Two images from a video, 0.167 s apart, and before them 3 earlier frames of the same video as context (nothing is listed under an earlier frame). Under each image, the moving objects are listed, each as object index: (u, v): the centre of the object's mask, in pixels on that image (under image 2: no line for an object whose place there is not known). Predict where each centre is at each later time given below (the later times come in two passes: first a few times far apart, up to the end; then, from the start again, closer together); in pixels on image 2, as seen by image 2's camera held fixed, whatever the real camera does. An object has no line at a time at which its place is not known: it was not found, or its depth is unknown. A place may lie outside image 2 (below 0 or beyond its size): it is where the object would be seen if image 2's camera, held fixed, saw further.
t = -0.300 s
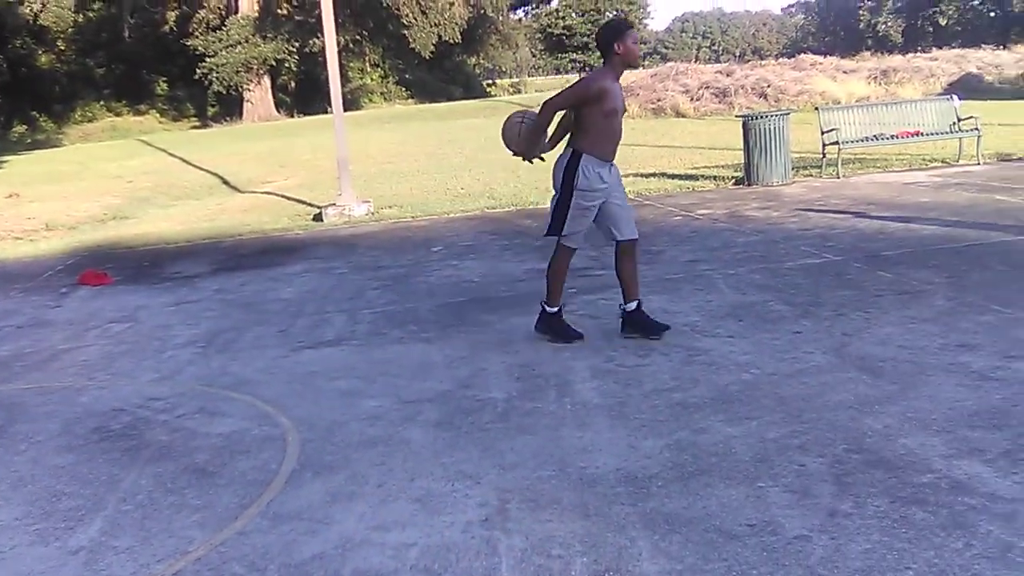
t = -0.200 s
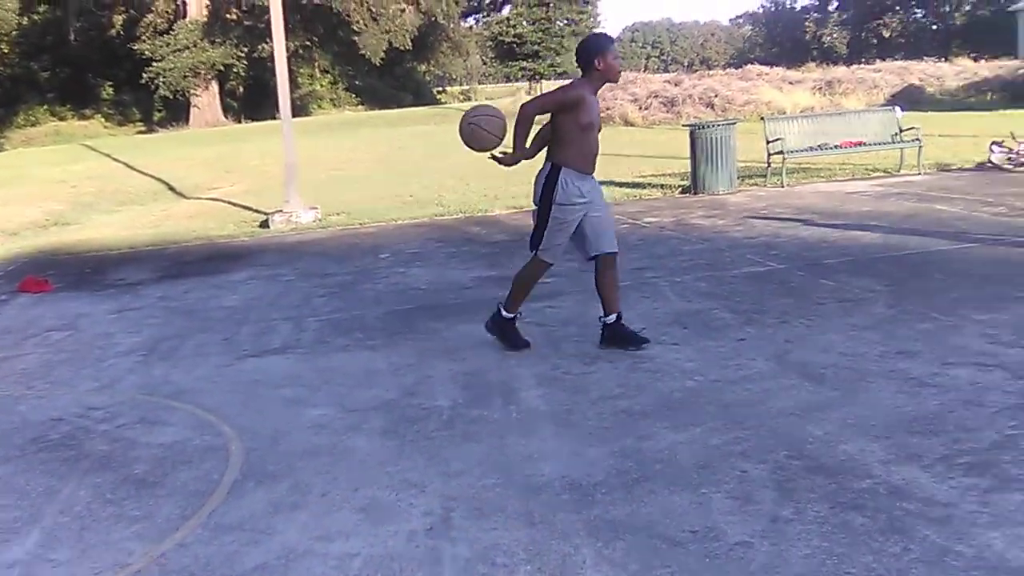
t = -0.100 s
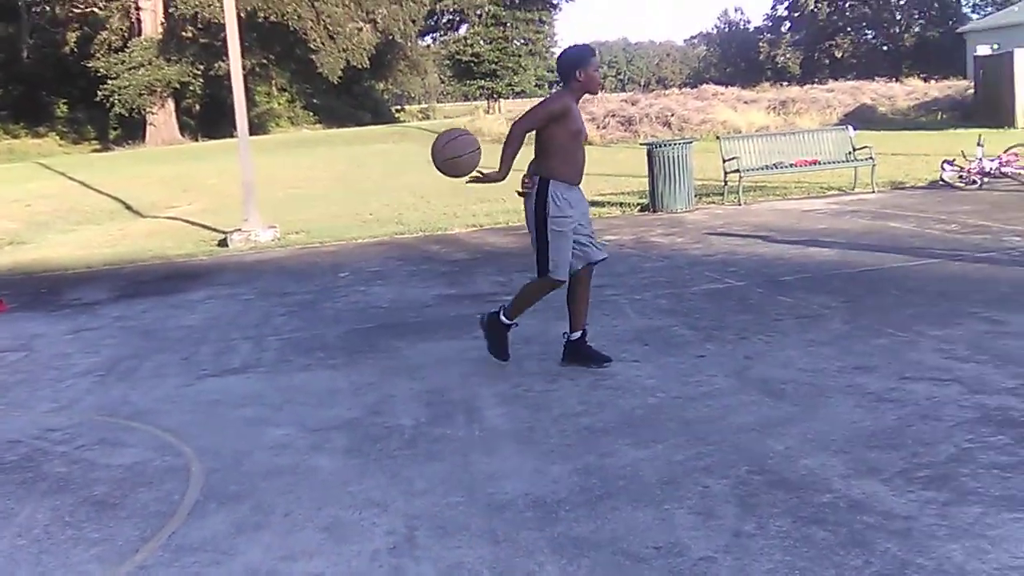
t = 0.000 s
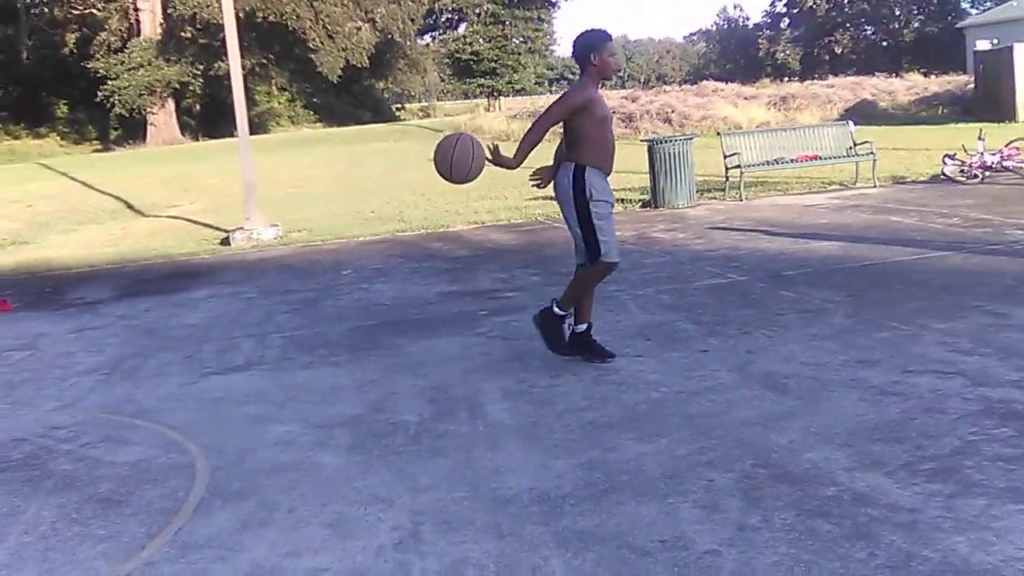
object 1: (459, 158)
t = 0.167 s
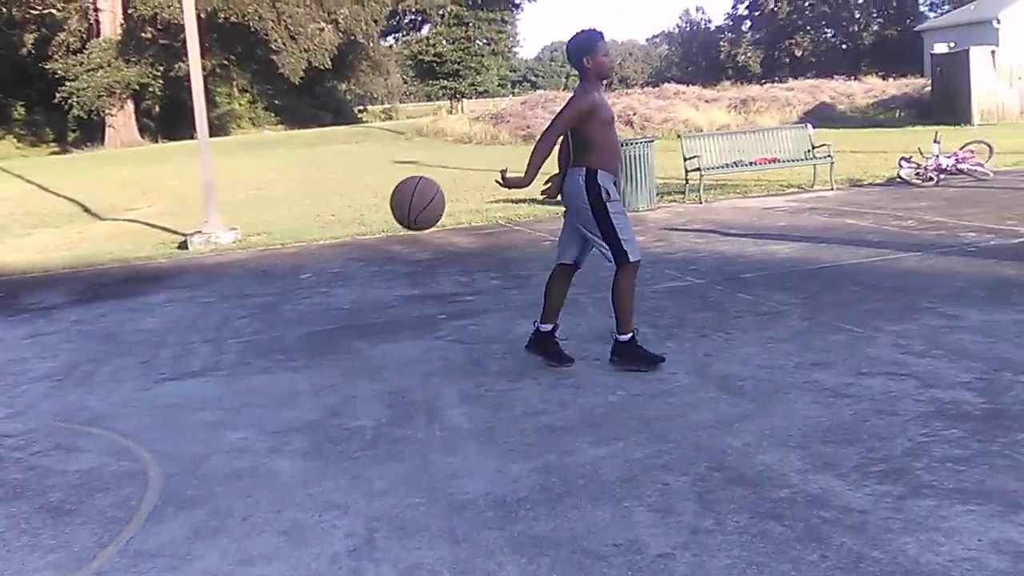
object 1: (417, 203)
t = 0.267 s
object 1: (418, 262)
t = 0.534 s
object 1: (400, 365)
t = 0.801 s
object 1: (337, 298)
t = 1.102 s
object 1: (275, 470)
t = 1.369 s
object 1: (208, 447)
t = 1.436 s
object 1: (197, 447)
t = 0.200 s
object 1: (417, 220)
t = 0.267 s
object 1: (418, 262)
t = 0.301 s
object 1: (419, 289)
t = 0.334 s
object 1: (420, 319)
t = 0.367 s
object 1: (421, 351)
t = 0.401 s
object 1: (423, 390)
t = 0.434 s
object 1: (424, 428)
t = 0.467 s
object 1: (415, 406)
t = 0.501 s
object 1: (408, 385)
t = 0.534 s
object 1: (400, 365)
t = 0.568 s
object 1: (392, 348)
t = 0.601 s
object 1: (385, 333)
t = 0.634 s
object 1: (377, 320)
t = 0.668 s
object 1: (368, 311)
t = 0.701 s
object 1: (360, 304)
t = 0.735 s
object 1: (353, 299)
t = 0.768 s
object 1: (344, 298)
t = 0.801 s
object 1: (337, 298)
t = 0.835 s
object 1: (329, 303)
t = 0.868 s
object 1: (321, 310)
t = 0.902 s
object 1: (313, 321)
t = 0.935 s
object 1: (307, 337)
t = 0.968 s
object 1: (300, 356)
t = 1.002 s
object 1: (293, 378)
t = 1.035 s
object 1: (287, 405)
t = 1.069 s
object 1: (280, 436)
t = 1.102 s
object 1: (275, 470)
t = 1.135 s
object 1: (271, 508)
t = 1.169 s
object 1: (262, 518)
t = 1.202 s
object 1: (250, 502)
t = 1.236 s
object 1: (237, 485)
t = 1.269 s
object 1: (226, 471)
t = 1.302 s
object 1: (217, 459)
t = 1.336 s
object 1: (212, 451)
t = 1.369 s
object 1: (208, 447)
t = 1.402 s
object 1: (203, 445)
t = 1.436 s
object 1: (197, 447)
